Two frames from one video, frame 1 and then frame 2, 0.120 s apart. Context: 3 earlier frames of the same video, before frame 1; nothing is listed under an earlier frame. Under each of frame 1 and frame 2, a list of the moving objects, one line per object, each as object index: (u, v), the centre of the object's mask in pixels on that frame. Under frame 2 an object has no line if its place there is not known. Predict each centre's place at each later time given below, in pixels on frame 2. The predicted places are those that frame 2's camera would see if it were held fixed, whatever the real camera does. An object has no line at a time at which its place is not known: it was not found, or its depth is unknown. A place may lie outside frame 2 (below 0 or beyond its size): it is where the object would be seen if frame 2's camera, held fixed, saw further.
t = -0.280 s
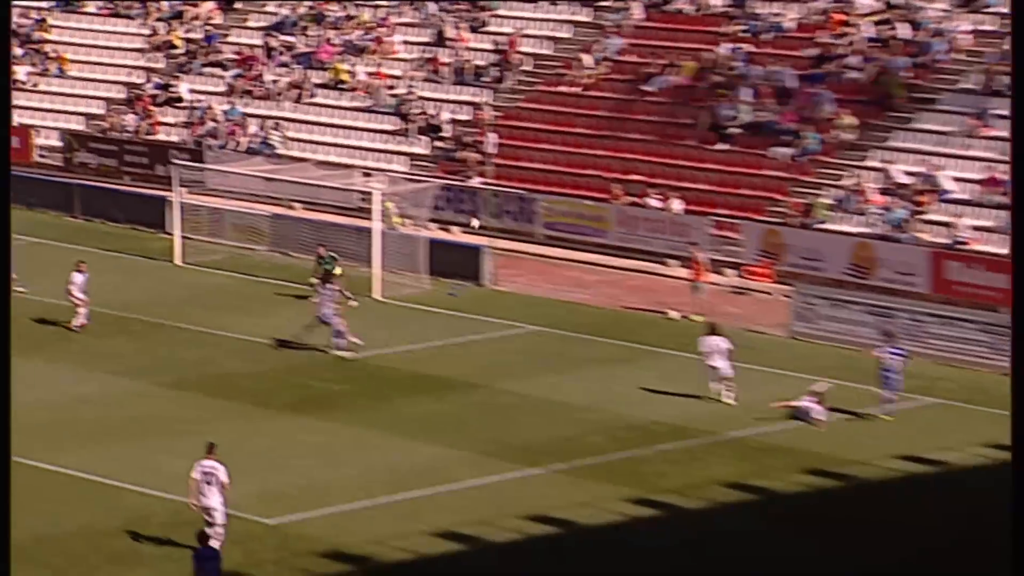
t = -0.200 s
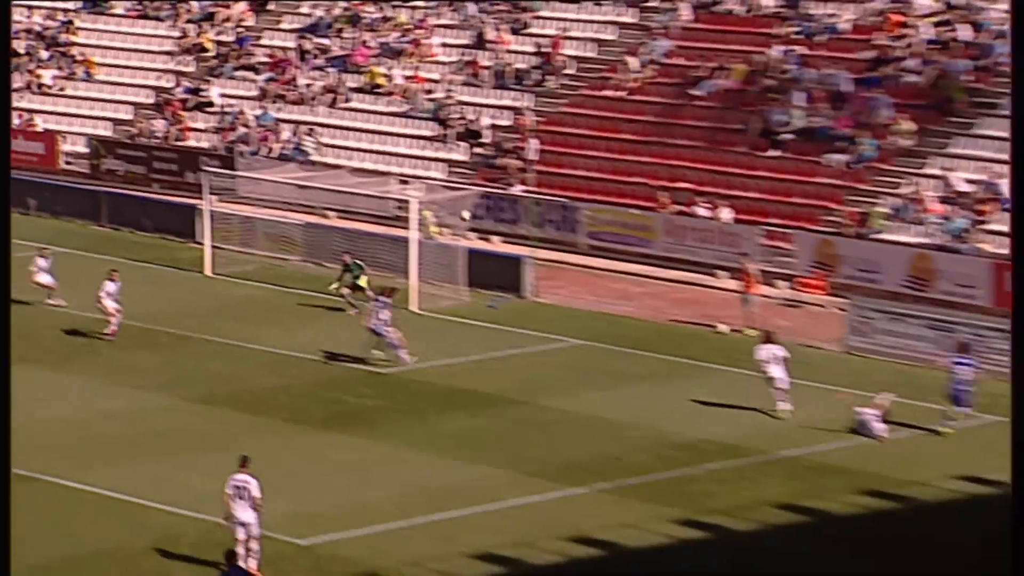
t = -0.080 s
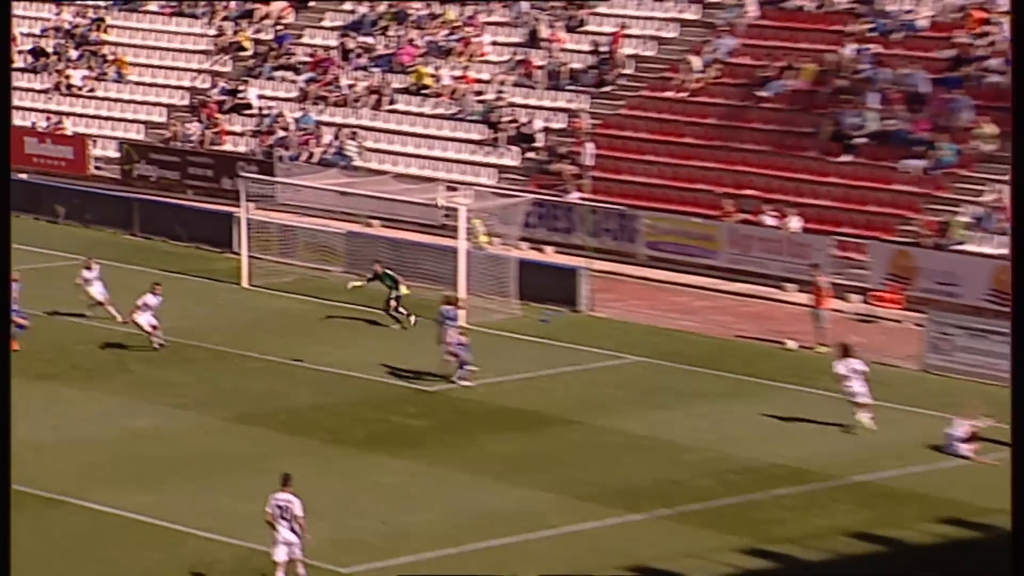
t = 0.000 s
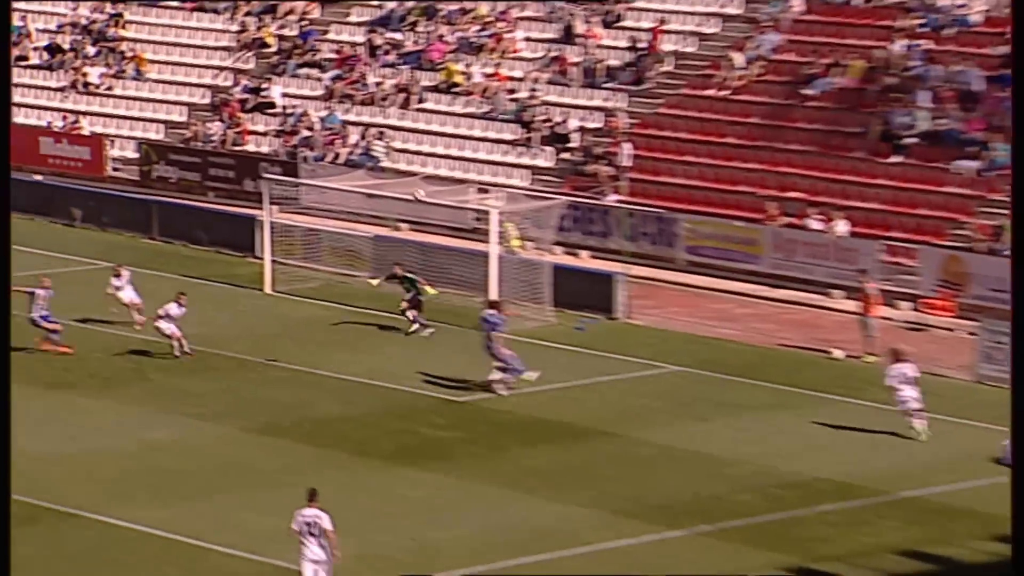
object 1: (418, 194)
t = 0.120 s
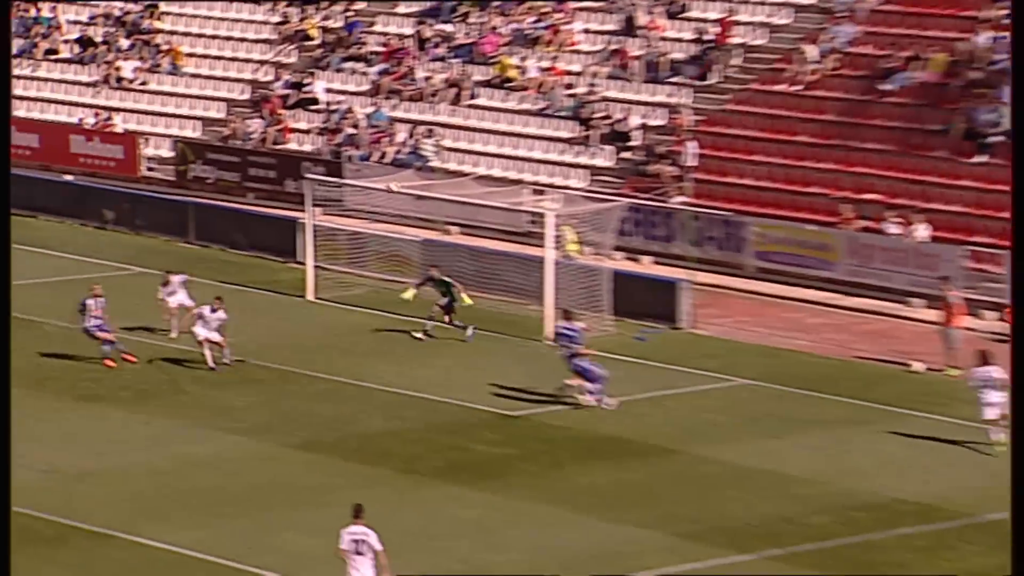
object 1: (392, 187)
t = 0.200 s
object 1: (341, 185)
